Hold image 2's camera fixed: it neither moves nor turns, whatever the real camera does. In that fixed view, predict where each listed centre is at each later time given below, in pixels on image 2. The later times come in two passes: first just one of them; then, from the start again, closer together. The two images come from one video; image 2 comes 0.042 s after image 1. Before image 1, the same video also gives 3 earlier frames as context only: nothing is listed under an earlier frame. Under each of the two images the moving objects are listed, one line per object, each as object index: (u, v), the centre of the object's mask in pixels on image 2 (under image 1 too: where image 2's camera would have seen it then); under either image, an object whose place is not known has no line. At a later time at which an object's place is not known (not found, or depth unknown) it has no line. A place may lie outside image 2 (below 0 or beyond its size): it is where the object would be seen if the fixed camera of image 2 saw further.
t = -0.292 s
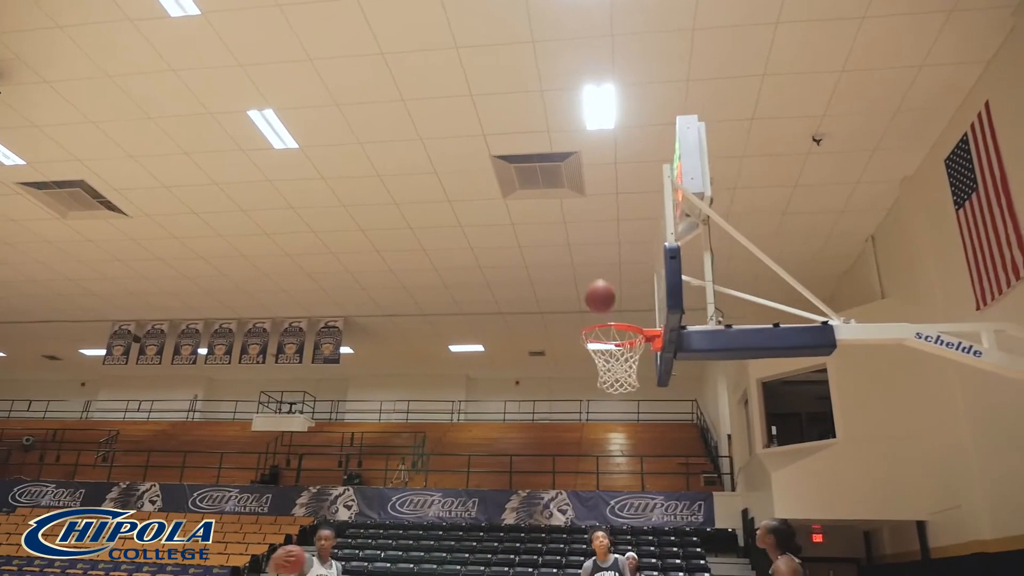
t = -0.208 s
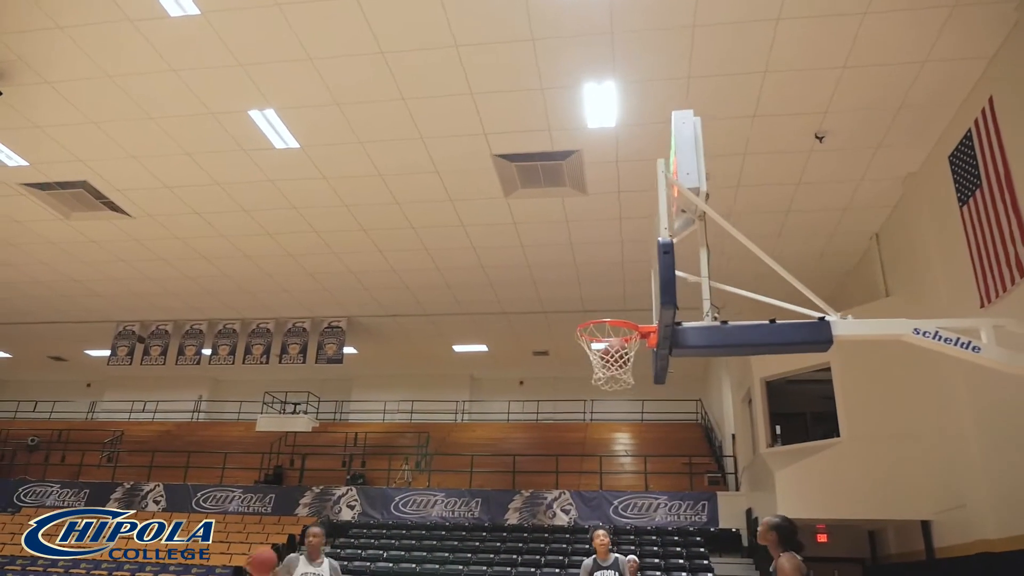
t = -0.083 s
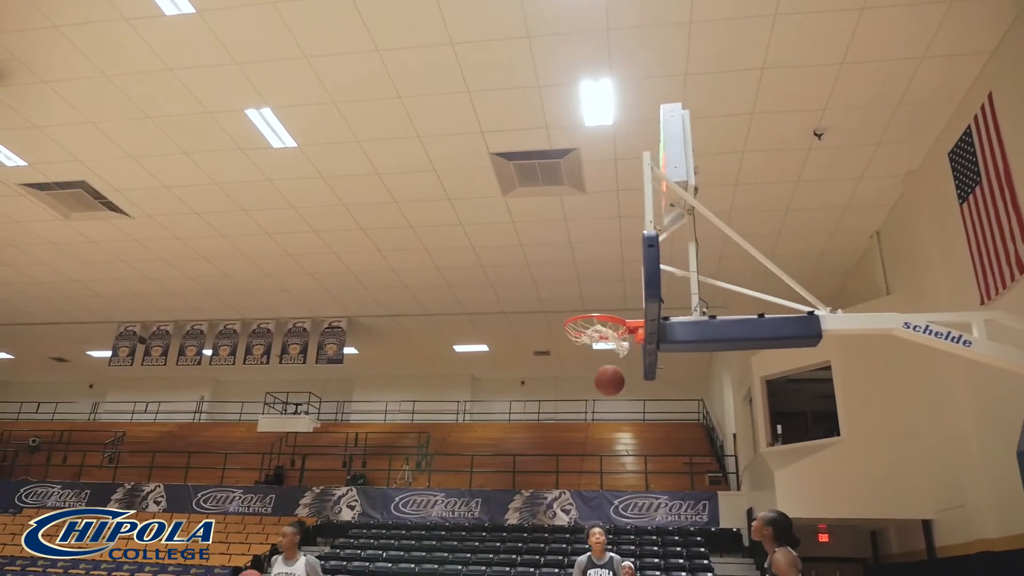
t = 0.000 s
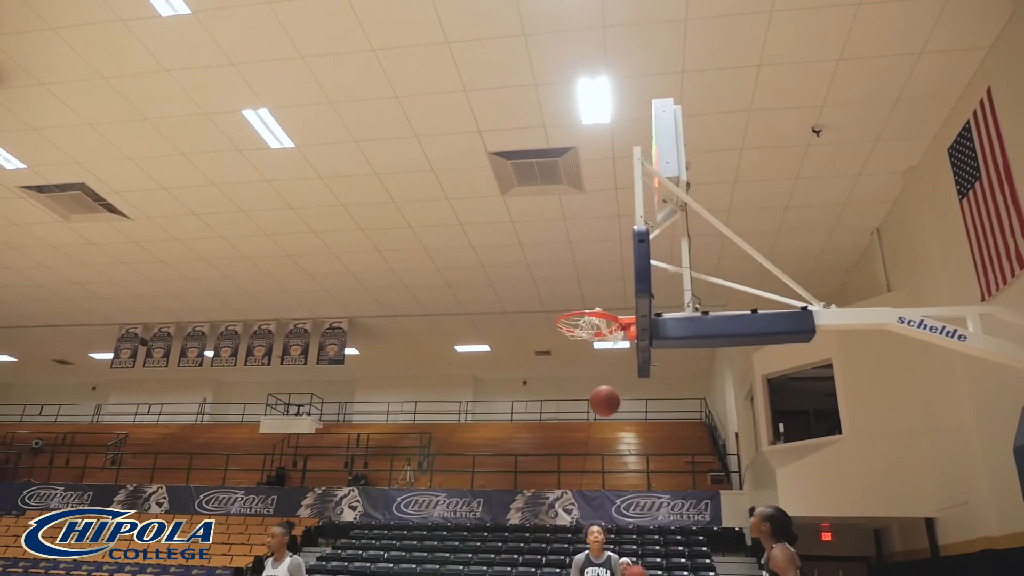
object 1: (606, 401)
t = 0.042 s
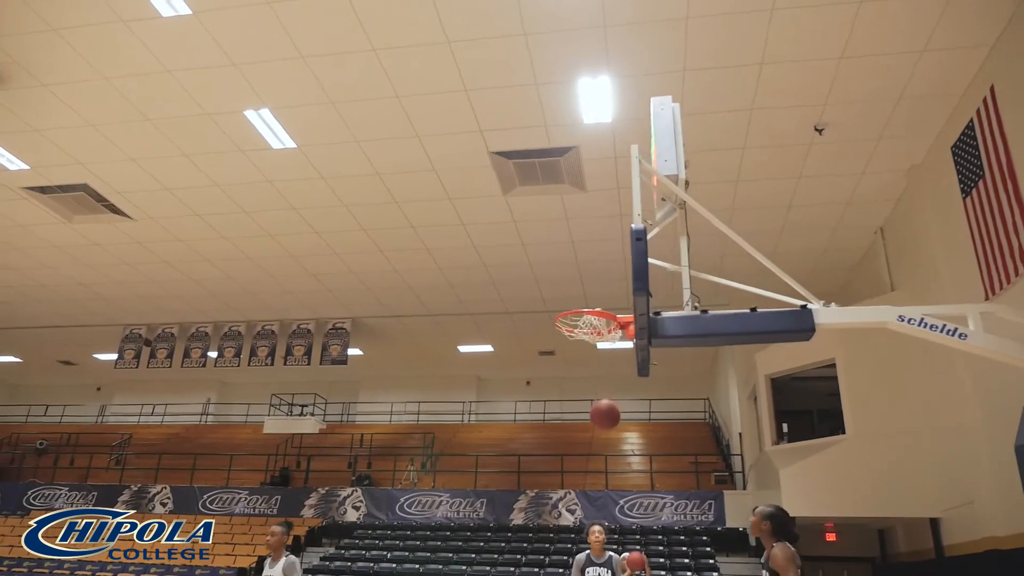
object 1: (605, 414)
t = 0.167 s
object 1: (599, 469)
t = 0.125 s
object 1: (600, 449)
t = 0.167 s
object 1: (599, 469)
